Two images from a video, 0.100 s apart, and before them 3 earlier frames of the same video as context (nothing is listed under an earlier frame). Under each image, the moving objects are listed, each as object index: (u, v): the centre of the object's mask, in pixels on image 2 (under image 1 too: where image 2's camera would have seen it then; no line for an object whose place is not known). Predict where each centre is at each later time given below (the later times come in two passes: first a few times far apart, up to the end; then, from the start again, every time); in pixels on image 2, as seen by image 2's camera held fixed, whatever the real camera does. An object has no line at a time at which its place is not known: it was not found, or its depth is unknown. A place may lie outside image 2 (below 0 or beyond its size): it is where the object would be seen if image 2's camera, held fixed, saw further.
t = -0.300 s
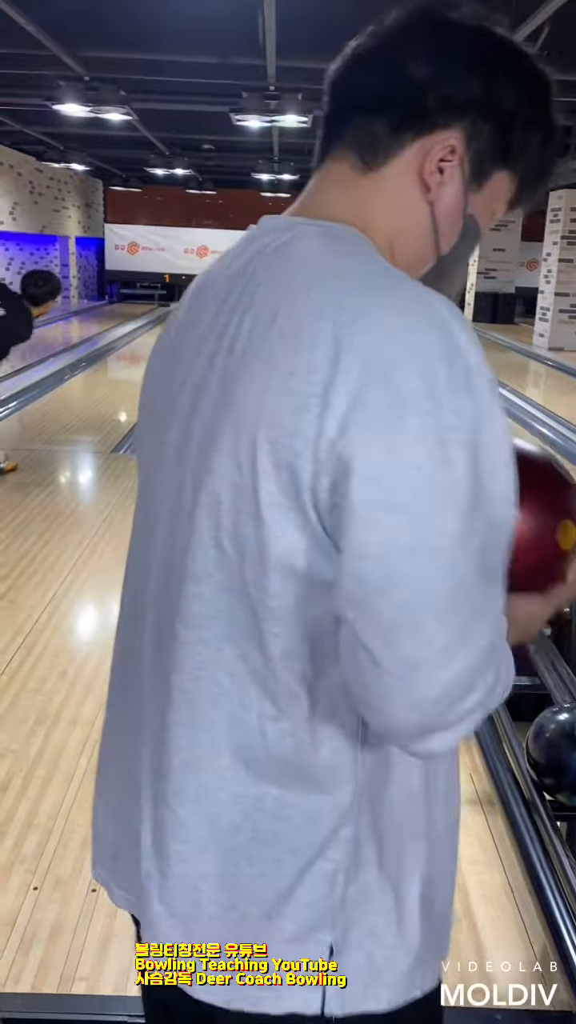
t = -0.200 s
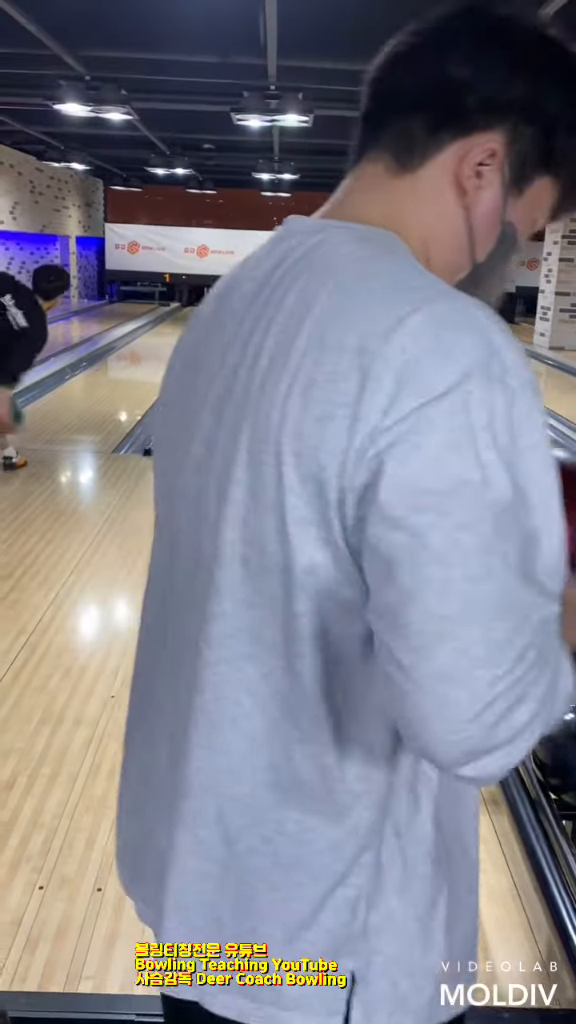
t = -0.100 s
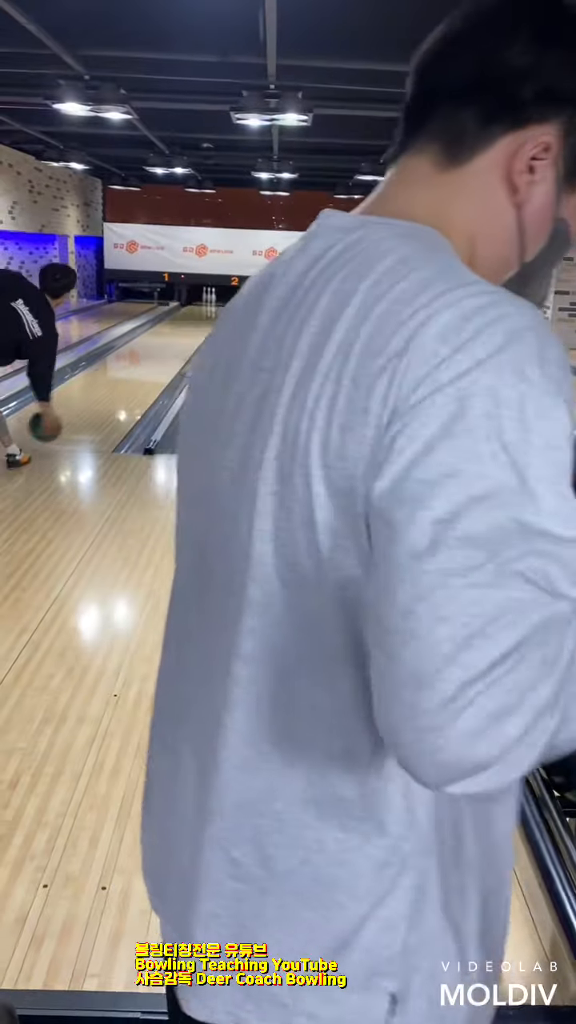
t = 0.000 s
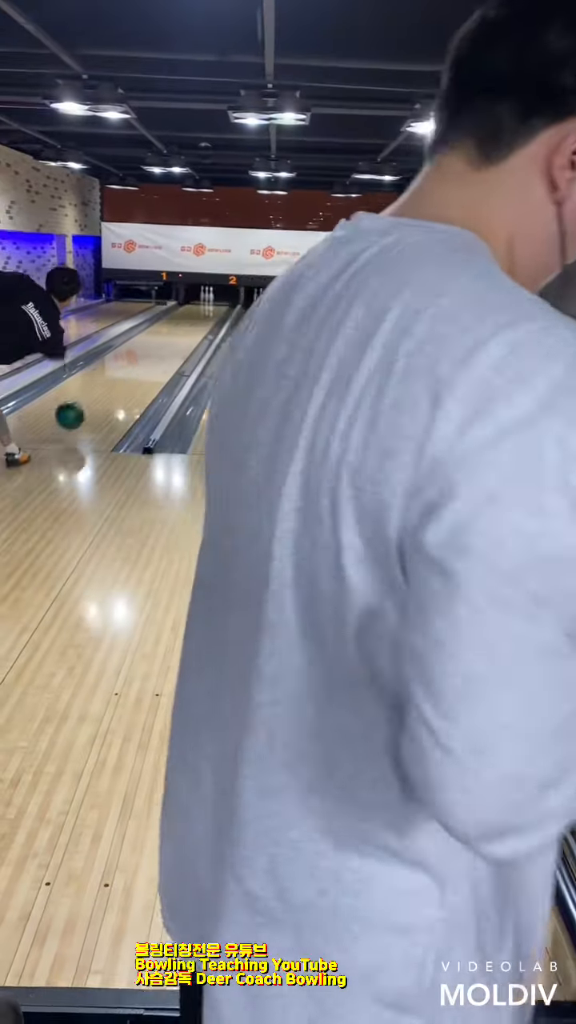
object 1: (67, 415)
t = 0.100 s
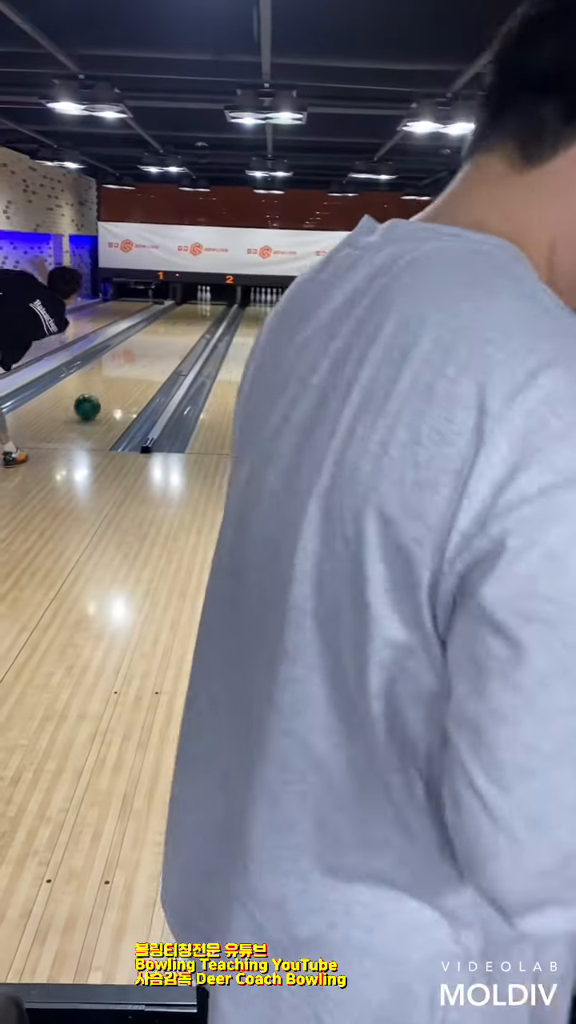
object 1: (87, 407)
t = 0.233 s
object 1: (108, 389)
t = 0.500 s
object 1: (137, 363)
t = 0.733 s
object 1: (155, 348)
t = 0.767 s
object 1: (157, 346)
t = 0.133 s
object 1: (92, 402)
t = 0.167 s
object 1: (98, 397)
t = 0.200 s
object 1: (103, 393)
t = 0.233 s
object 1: (108, 389)
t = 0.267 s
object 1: (112, 385)
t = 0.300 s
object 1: (116, 382)
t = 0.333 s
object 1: (120, 378)
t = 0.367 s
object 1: (124, 375)
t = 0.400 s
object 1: (127, 372)
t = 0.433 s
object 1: (131, 369)
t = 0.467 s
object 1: (134, 366)
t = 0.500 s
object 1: (137, 363)
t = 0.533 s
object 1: (140, 361)
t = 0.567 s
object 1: (143, 358)
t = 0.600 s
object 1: (145, 356)
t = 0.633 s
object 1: (148, 354)
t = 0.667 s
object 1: (150, 351)
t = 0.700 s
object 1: (153, 349)
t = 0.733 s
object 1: (155, 348)
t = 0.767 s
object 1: (157, 346)
